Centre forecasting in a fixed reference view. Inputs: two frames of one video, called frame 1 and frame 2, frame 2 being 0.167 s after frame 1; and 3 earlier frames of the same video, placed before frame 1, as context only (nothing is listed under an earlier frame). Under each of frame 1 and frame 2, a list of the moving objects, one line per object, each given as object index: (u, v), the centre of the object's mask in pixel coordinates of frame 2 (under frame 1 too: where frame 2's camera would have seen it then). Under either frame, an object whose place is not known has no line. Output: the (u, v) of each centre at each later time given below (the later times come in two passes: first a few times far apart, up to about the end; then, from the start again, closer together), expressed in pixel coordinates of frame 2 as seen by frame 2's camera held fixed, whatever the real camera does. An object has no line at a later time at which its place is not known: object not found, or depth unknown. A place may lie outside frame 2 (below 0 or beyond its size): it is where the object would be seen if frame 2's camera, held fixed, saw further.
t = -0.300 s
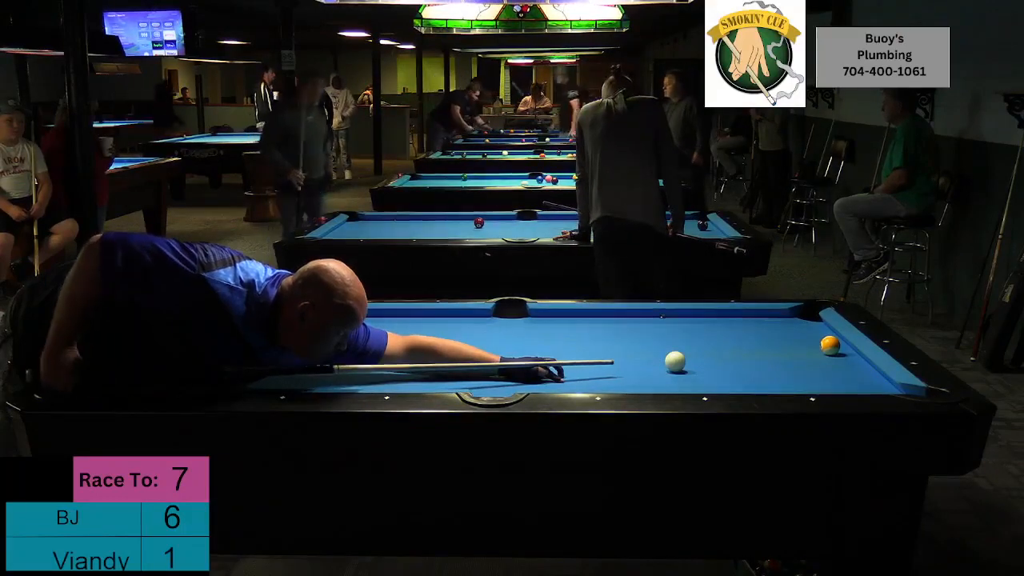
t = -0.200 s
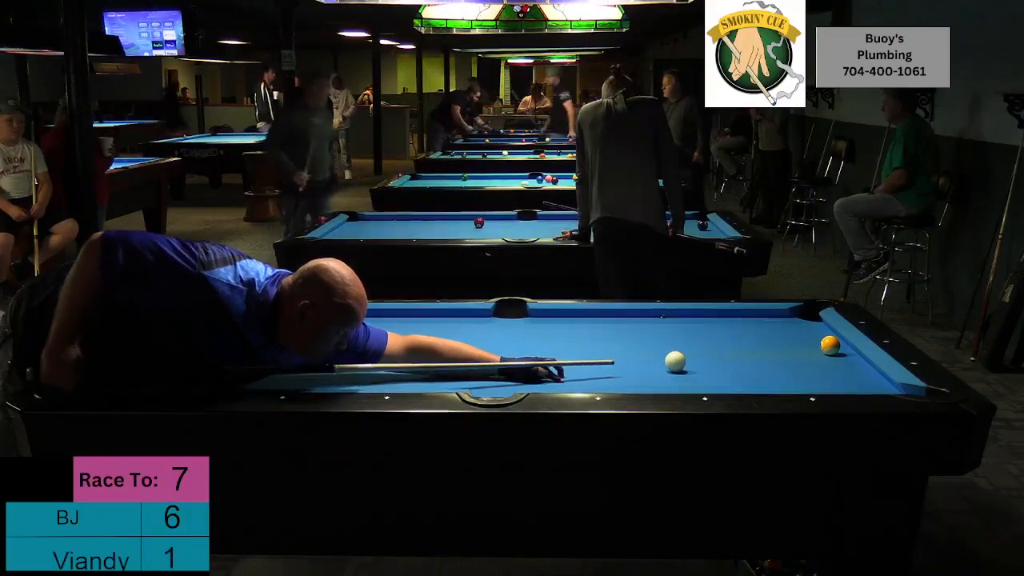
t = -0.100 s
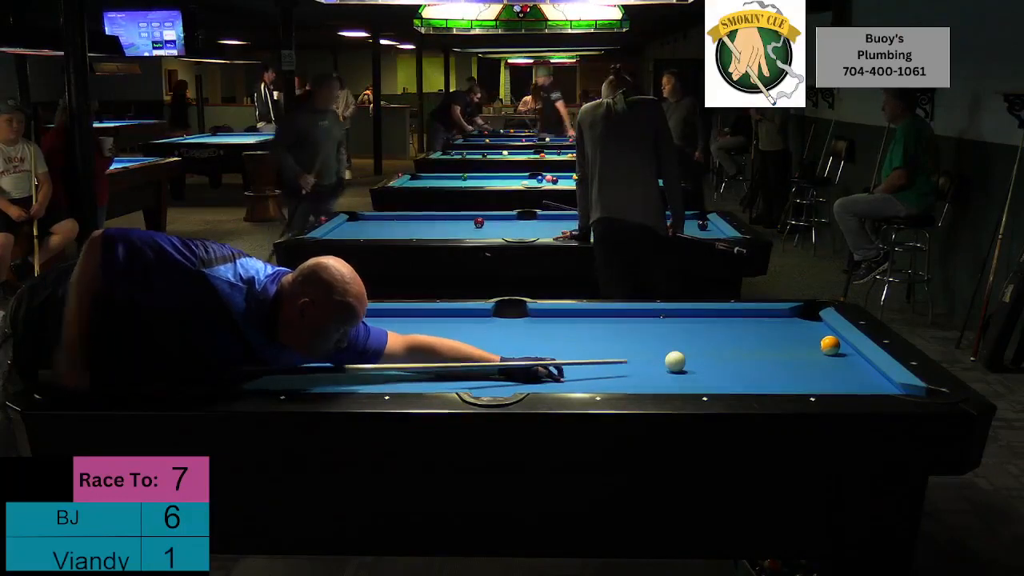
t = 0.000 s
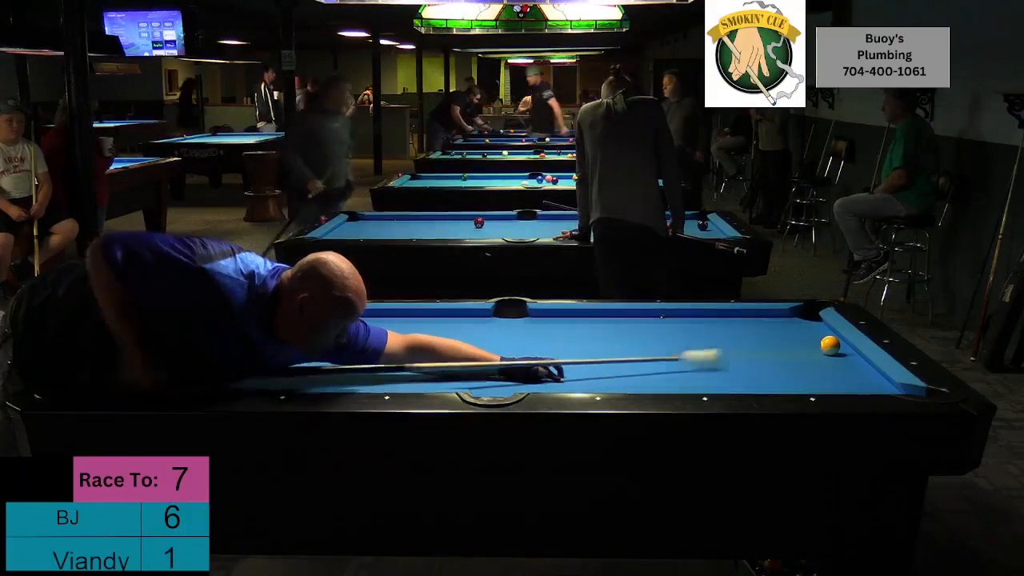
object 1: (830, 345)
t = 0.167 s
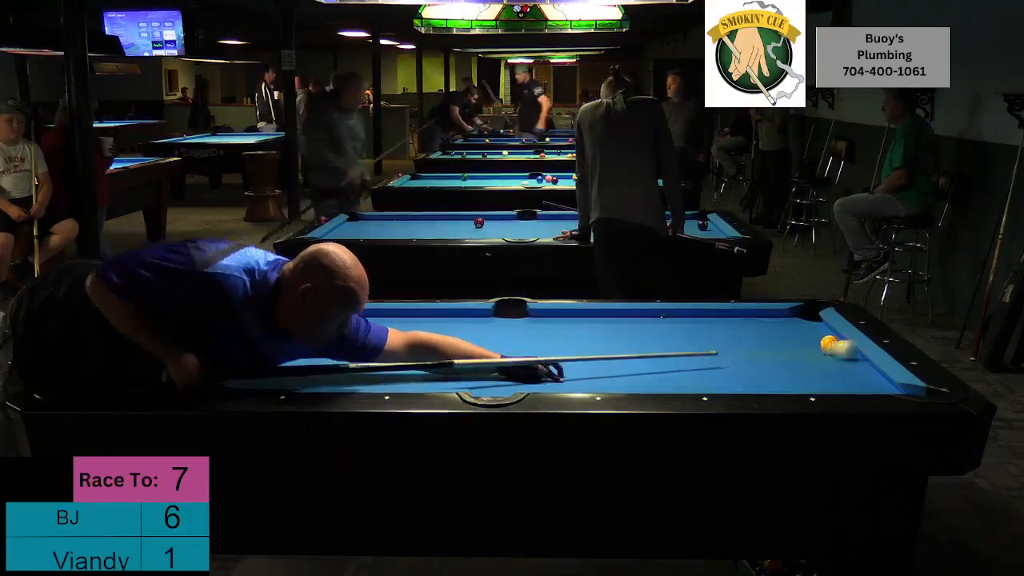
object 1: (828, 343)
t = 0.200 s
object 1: (826, 338)
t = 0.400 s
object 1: (823, 340)
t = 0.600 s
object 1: (818, 335)
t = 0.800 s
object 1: (813, 332)
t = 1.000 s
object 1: (809, 328)
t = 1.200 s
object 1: (806, 326)
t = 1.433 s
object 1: (802, 323)
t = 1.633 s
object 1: (799, 321)
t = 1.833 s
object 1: (796, 318)
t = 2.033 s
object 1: (794, 317)
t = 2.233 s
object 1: (792, 315)
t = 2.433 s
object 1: (790, 314)
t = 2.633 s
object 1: (789, 314)
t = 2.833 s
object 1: (788, 313)
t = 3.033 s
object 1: (788, 313)
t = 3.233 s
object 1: (788, 312)
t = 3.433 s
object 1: (788, 312)
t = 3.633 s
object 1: (788, 312)
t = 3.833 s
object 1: (788, 312)
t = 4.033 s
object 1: (788, 312)
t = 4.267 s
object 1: (788, 313)
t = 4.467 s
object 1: (788, 312)
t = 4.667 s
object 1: (787, 312)
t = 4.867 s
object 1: (787, 312)
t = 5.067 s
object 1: (787, 312)
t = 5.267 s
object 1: (787, 312)
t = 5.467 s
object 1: (788, 312)
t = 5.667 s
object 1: (788, 312)
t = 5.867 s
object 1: (786, 311)
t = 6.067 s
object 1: (787, 312)
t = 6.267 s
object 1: (787, 312)
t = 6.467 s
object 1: (786, 312)
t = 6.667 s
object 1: (785, 310)
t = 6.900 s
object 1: (788, 308)
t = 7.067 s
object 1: (788, 308)
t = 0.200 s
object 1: (826, 338)
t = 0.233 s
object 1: (828, 343)
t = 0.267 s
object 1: (827, 343)
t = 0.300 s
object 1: (826, 342)
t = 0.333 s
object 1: (825, 341)
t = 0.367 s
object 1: (824, 340)
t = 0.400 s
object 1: (823, 340)
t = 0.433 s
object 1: (822, 339)
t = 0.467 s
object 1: (821, 338)
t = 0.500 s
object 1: (821, 337)
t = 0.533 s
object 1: (820, 337)
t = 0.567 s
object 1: (819, 336)
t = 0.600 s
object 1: (818, 335)
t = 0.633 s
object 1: (817, 335)
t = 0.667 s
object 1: (817, 334)
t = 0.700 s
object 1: (816, 333)
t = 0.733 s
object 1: (815, 333)
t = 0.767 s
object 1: (814, 332)
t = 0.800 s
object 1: (813, 332)
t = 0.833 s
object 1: (813, 331)
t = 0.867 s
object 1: (812, 330)
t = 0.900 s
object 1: (811, 330)
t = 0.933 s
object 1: (810, 329)
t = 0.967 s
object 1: (810, 329)
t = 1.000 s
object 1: (809, 328)
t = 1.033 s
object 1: (809, 328)
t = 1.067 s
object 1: (808, 327)
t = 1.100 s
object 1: (808, 327)
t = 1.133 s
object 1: (807, 327)
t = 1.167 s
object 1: (806, 326)
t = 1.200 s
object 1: (806, 326)
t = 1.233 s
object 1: (805, 325)
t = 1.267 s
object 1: (804, 325)
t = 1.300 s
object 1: (804, 325)
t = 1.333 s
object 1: (803, 324)
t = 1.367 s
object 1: (803, 324)
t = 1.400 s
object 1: (802, 323)
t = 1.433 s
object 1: (802, 323)
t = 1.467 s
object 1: (801, 322)
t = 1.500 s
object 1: (801, 322)
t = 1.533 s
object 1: (800, 322)
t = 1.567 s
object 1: (800, 321)
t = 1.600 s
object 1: (799, 321)
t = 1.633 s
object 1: (799, 321)
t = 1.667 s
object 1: (798, 320)
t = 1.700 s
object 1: (798, 320)
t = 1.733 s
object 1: (797, 319)
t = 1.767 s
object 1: (797, 319)
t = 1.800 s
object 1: (797, 319)
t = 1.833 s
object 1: (796, 318)
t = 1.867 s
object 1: (796, 318)
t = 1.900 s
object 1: (795, 318)
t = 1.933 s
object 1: (795, 317)
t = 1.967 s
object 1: (795, 317)
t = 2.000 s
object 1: (794, 317)
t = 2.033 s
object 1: (794, 317)
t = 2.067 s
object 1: (793, 317)
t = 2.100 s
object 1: (793, 316)
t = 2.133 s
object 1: (793, 316)
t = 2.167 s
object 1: (792, 316)
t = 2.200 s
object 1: (792, 316)
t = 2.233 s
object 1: (792, 315)
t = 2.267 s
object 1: (791, 315)
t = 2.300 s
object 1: (791, 315)
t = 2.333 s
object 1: (791, 315)
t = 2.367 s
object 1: (790, 315)
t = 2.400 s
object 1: (790, 315)
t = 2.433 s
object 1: (790, 314)
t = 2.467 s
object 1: (790, 314)
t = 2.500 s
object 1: (789, 314)
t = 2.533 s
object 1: (789, 314)
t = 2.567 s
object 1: (789, 314)
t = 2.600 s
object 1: (789, 314)
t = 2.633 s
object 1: (789, 314)
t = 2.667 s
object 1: (788, 314)
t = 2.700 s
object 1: (788, 313)
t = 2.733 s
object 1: (788, 313)
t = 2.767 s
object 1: (788, 313)
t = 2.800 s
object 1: (788, 313)
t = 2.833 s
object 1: (788, 313)
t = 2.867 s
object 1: (788, 313)
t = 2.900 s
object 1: (788, 313)
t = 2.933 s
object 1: (788, 313)
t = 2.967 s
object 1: (788, 313)
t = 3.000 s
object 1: (788, 313)
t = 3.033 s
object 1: (788, 313)
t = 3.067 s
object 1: (788, 313)
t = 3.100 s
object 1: (788, 313)
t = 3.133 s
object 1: (788, 313)
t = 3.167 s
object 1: (788, 312)
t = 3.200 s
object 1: (788, 312)
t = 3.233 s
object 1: (788, 312)
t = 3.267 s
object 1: (788, 312)
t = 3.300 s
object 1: (788, 312)
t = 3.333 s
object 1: (788, 312)
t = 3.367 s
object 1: (788, 312)
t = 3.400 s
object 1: (788, 312)
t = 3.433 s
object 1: (788, 312)
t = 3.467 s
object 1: (788, 312)
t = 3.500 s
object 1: (788, 312)
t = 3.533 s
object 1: (788, 312)
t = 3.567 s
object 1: (788, 312)
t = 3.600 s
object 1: (788, 312)
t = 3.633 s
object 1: (788, 312)
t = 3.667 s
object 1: (788, 312)
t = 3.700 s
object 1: (788, 312)
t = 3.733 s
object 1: (788, 312)
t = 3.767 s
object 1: (788, 312)
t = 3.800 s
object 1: (788, 312)
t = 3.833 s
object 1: (788, 312)
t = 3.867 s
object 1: (788, 312)
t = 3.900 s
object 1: (788, 313)
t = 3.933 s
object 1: (788, 313)
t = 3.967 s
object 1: (788, 312)
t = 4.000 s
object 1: (788, 312)
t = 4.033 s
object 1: (788, 312)
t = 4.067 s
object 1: (788, 312)
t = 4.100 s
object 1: (788, 313)
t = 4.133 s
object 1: (788, 312)
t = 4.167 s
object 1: (788, 313)
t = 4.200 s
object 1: (788, 313)
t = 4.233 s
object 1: (788, 313)
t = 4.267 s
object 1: (788, 313)
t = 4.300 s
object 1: (788, 313)
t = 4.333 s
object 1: (788, 313)
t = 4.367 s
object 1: (788, 312)
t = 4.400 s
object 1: (788, 313)
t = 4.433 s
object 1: (788, 312)
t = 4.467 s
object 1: (788, 312)
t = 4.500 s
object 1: (787, 312)
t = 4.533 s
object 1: (788, 312)
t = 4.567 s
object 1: (787, 312)
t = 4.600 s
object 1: (788, 312)
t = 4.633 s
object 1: (787, 312)
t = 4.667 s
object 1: (787, 312)
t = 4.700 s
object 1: (787, 312)
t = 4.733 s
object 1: (787, 312)
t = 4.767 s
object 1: (787, 312)
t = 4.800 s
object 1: (787, 312)
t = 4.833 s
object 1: (787, 312)
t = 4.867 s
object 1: (787, 312)
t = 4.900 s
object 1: (787, 312)
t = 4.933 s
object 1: (787, 312)
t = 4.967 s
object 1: (787, 312)
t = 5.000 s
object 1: (787, 312)
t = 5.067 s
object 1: (787, 312)
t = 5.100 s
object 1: (787, 312)
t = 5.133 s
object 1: (787, 312)
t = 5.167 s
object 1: (787, 312)
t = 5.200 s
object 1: (787, 312)
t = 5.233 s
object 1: (787, 312)
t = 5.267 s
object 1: (787, 312)
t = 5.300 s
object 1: (787, 312)
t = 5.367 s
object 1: (787, 312)
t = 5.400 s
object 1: (787, 312)
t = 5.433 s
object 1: (788, 312)
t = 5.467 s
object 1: (788, 312)
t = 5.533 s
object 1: (788, 312)
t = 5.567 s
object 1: (788, 312)
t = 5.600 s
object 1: (788, 312)
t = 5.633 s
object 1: (788, 312)
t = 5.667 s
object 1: (788, 312)
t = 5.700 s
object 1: (789, 311)
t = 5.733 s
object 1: (789, 311)
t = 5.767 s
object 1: (788, 309)
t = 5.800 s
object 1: (787, 309)
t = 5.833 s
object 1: (787, 309)
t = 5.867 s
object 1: (786, 311)
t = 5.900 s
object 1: (786, 311)
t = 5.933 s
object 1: (786, 312)
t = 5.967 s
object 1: (787, 312)
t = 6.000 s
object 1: (788, 312)
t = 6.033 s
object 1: (787, 312)
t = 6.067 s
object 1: (787, 312)
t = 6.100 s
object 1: (787, 312)
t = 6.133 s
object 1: (787, 312)
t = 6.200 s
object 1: (787, 312)
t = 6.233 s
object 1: (787, 312)
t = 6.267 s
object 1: (787, 312)
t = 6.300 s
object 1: (787, 312)
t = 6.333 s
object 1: (787, 312)
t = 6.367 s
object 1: (787, 312)
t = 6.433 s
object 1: (787, 312)
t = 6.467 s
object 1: (786, 312)
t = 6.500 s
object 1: (786, 311)
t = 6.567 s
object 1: (786, 311)
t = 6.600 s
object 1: (786, 311)
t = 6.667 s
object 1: (785, 310)
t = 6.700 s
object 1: (786, 310)
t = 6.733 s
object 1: (786, 309)
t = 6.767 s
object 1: (786, 309)
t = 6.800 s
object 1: (786, 308)
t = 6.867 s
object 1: (787, 308)
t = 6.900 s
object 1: (788, 308)
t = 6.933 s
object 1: (787, 309)
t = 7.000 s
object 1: (788, 308)
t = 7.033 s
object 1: (788, 308)
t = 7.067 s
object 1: (788, 308)
